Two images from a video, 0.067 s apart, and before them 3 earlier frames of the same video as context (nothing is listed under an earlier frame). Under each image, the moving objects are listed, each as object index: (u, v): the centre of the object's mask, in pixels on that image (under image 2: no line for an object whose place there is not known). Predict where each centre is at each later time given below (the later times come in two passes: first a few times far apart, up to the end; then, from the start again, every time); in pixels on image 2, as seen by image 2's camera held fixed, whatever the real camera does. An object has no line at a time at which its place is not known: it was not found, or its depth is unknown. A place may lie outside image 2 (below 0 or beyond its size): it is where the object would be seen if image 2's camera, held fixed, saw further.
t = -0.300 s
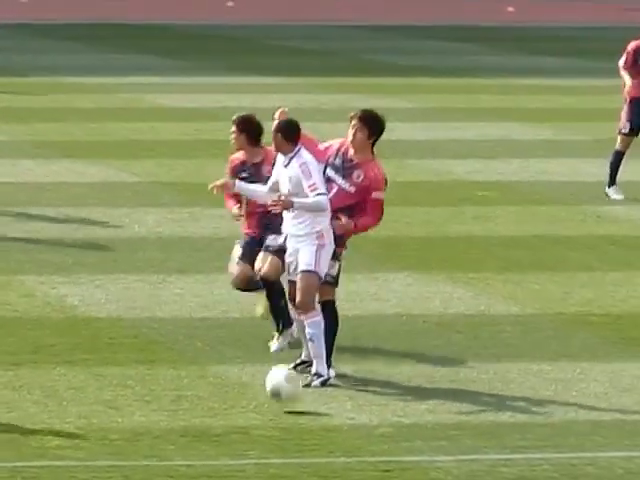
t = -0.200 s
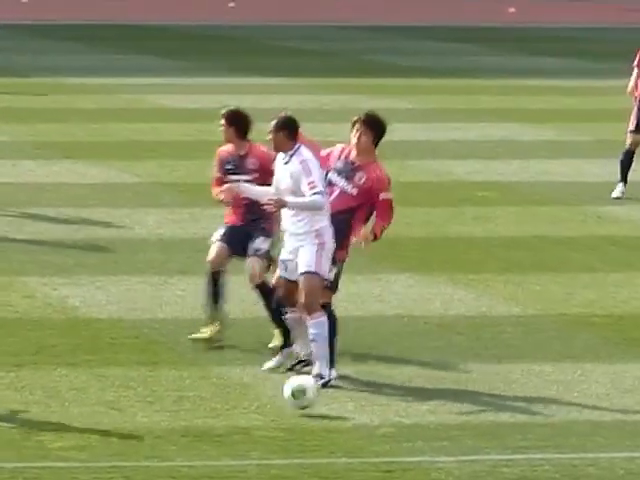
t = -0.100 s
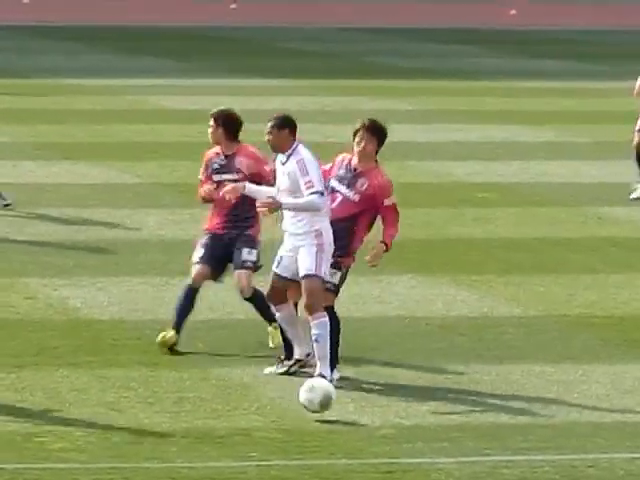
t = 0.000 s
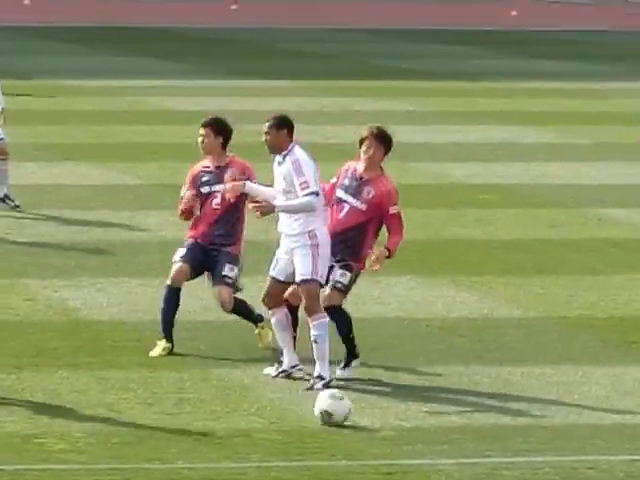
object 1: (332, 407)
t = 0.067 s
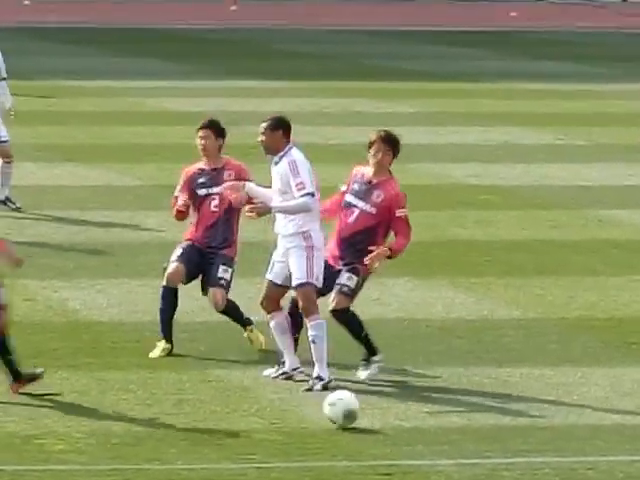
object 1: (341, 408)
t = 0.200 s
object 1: (360, 414)
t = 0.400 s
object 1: (389, 423)
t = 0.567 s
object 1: (410, 429)
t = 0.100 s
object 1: (347, 410)
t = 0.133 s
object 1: (352, 413)
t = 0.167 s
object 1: (357, 414)
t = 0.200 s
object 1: (360, 414)
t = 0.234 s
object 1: (367, 416)
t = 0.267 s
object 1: (371, 418)
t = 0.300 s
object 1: (376, 419)
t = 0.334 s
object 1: (381, 420)
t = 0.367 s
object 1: (385, 421)
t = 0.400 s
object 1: (389, 423)
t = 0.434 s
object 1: (394, 425)
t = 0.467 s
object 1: (397, 424)
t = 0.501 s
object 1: (402, 424)
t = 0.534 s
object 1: (406, 427)
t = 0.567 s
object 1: (410, 429)
